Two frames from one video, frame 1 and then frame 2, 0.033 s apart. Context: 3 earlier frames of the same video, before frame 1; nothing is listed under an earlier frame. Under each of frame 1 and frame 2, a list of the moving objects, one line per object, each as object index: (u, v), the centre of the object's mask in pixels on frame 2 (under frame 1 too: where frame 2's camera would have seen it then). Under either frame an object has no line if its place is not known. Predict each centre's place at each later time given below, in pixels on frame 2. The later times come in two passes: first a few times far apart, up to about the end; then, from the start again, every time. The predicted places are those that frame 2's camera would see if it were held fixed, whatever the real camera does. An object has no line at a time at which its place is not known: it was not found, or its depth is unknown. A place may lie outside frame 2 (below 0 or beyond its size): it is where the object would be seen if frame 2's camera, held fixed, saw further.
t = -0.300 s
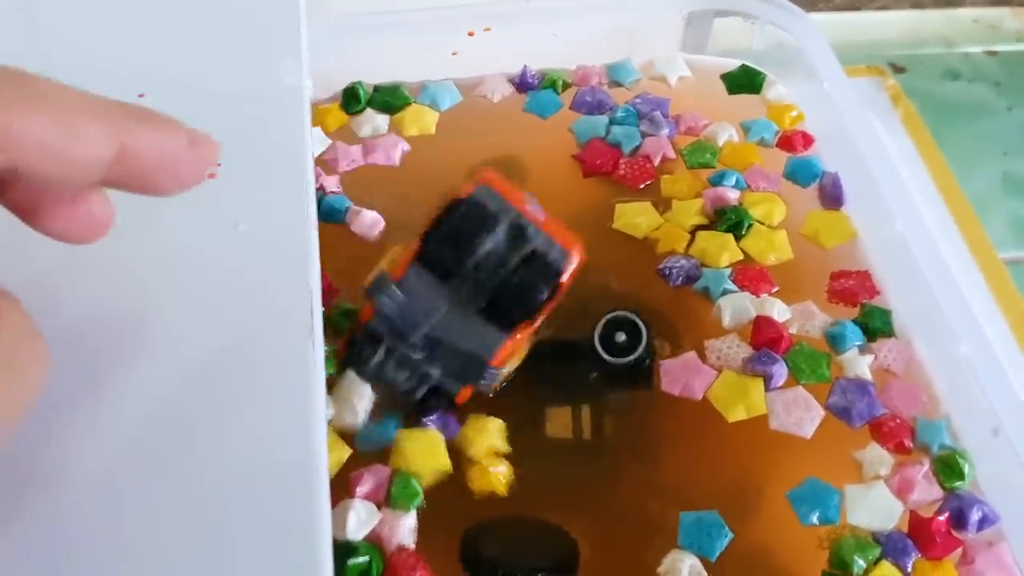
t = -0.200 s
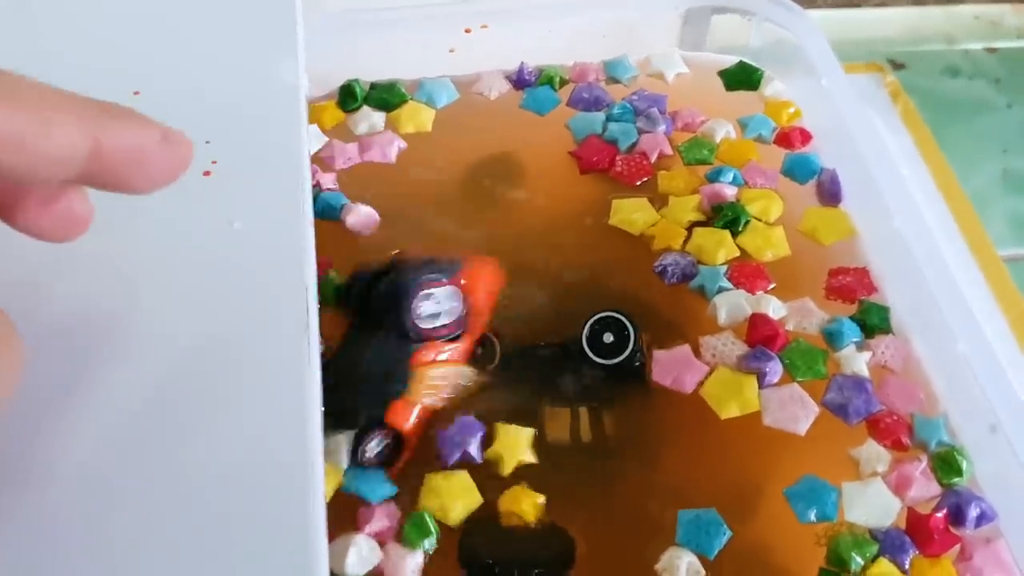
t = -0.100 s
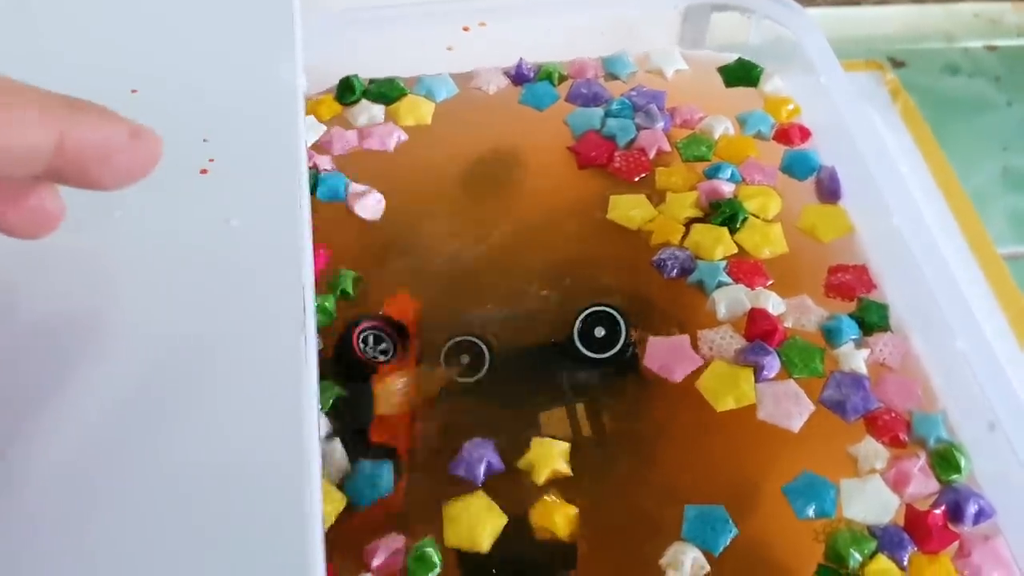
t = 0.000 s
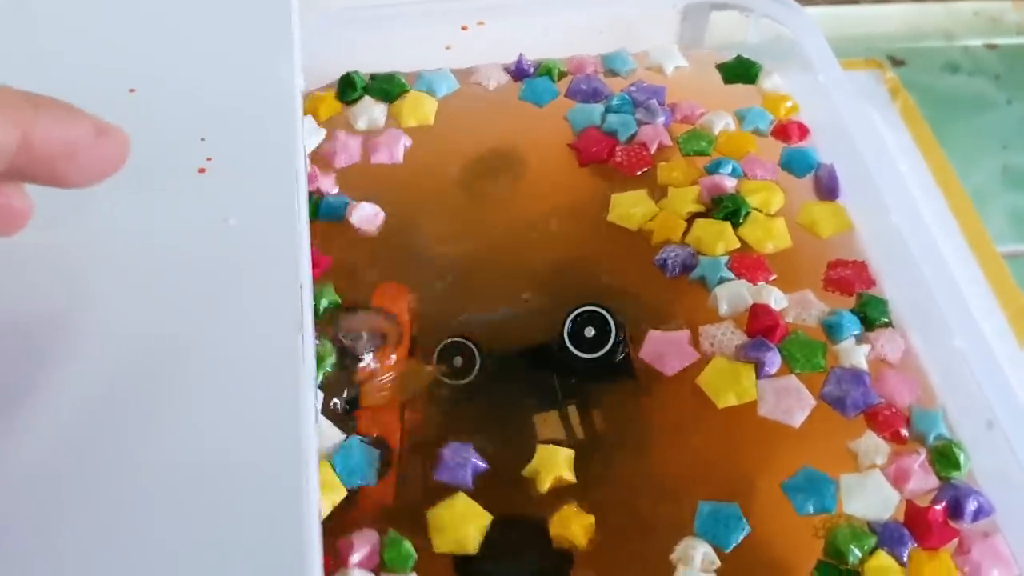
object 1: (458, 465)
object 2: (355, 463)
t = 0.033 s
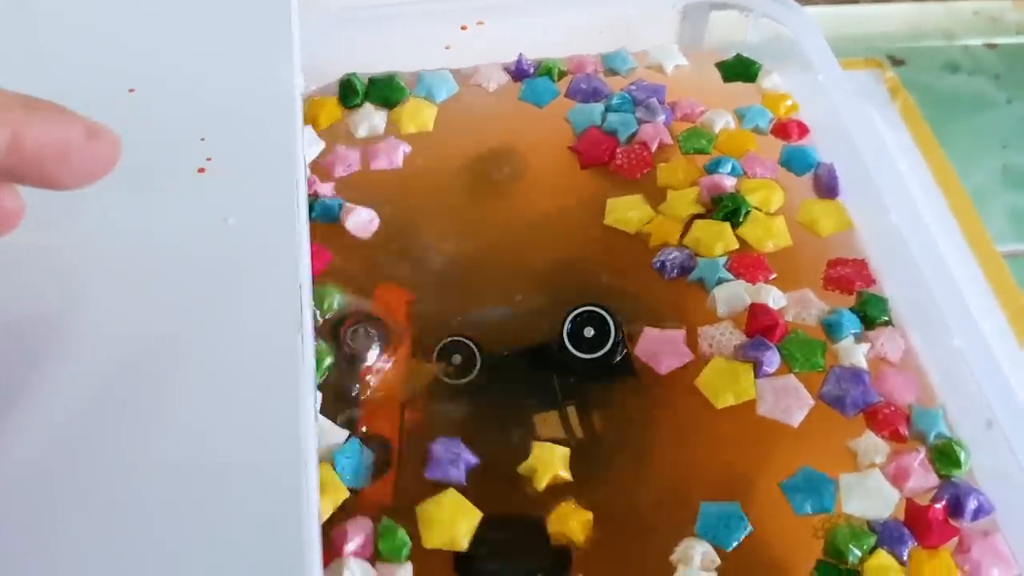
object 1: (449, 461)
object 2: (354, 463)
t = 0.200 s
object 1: (442, 464)
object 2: (368, 487)
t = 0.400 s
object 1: (432, 492)
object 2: (376, 498)
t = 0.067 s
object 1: (444, 460)
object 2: (354, 467)
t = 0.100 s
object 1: (441, 459)
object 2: (357, 470)
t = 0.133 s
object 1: (440, 456)
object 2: (362, 474)
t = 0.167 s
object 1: (442, 458)
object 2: (366, 482)
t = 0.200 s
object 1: (442, 464)
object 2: (368, 487)
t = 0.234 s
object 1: (439, 473)
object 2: (369, 491)
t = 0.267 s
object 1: (434, 479)
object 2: (370, 494)
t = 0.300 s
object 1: (431, 485)
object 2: (371, 495)
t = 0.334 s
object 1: (429, 490)
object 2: (372, 497)
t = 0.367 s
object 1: (430, 491)
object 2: (373, 499)
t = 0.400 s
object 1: (432, 492)
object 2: (376, 498)
